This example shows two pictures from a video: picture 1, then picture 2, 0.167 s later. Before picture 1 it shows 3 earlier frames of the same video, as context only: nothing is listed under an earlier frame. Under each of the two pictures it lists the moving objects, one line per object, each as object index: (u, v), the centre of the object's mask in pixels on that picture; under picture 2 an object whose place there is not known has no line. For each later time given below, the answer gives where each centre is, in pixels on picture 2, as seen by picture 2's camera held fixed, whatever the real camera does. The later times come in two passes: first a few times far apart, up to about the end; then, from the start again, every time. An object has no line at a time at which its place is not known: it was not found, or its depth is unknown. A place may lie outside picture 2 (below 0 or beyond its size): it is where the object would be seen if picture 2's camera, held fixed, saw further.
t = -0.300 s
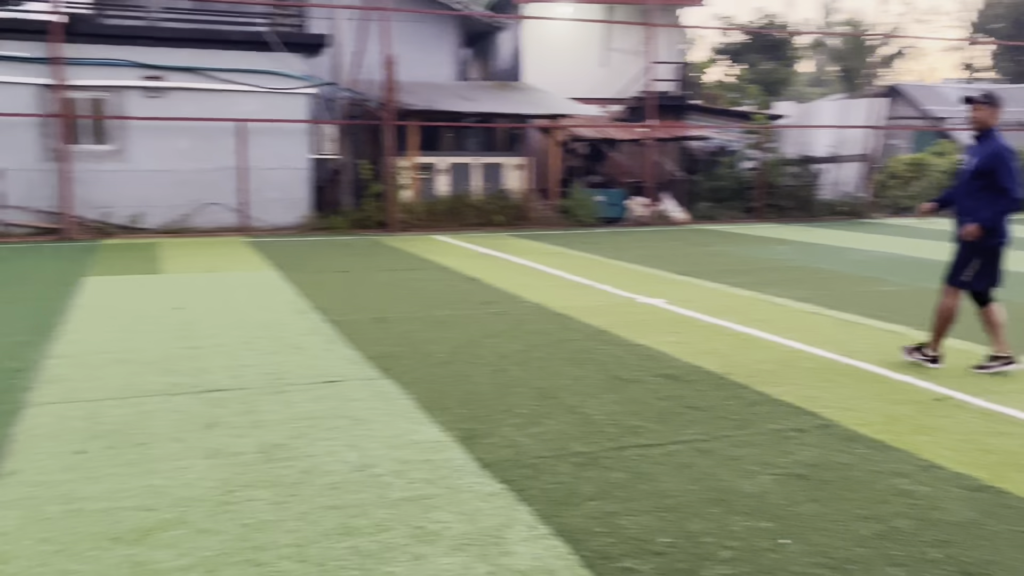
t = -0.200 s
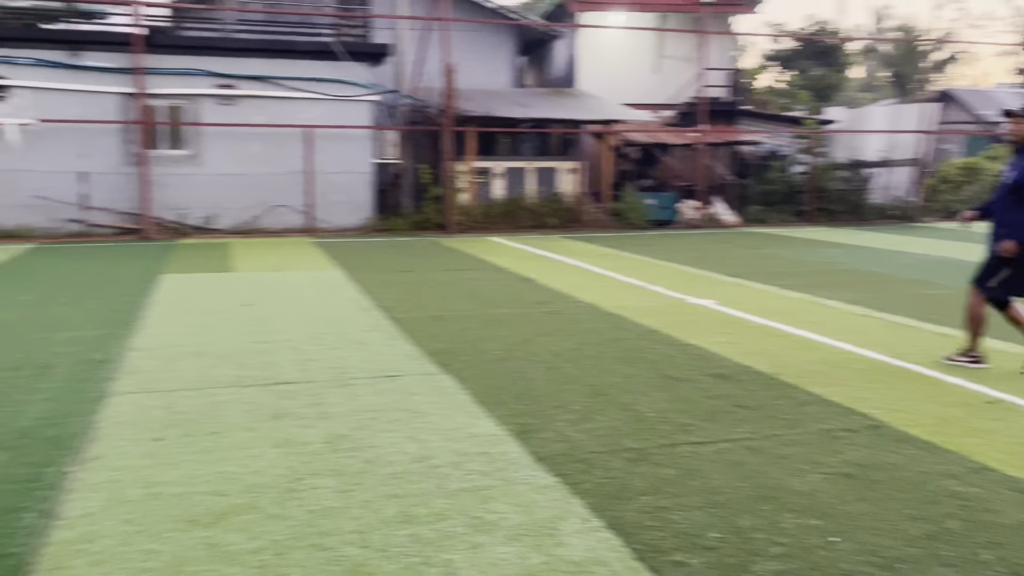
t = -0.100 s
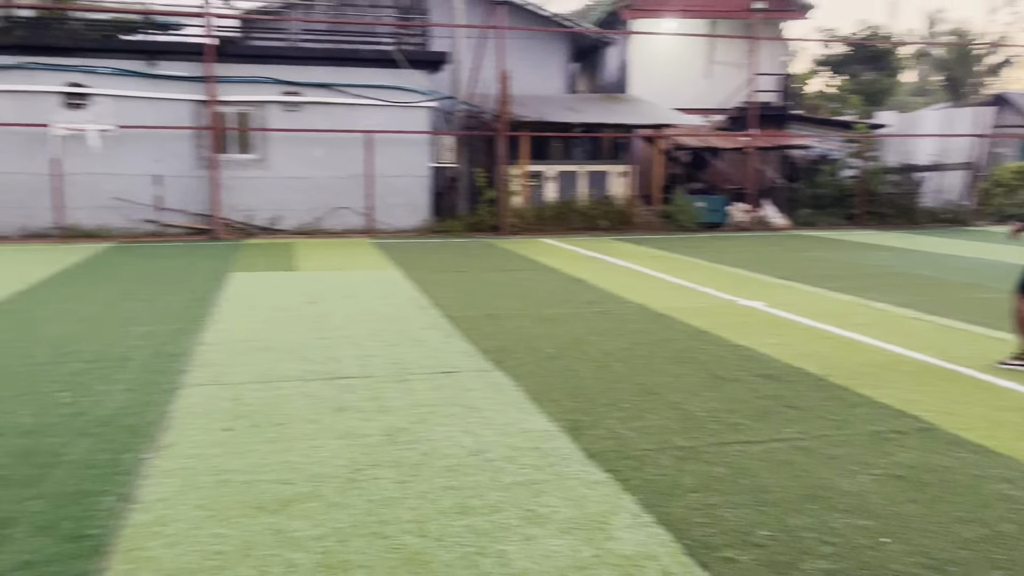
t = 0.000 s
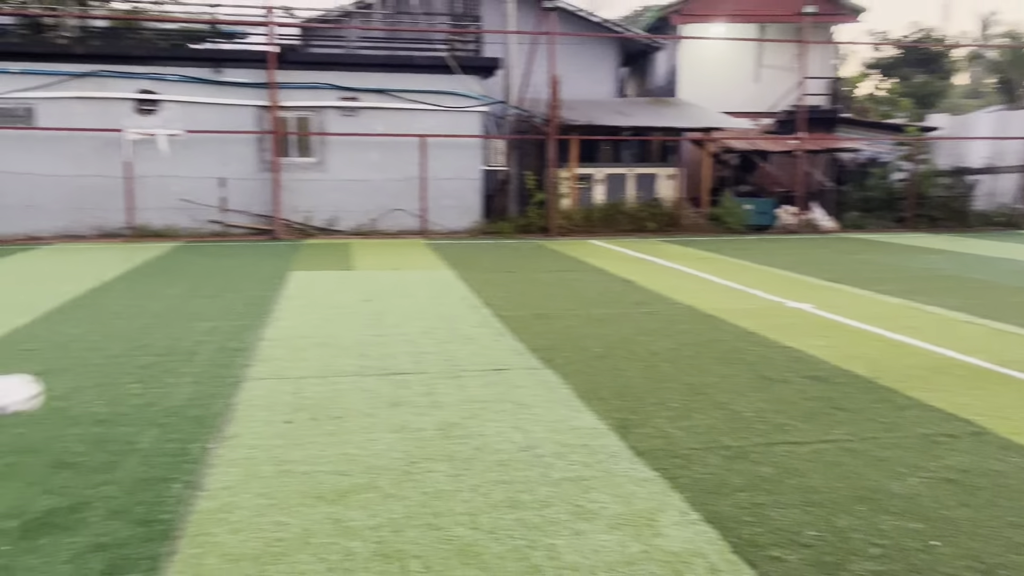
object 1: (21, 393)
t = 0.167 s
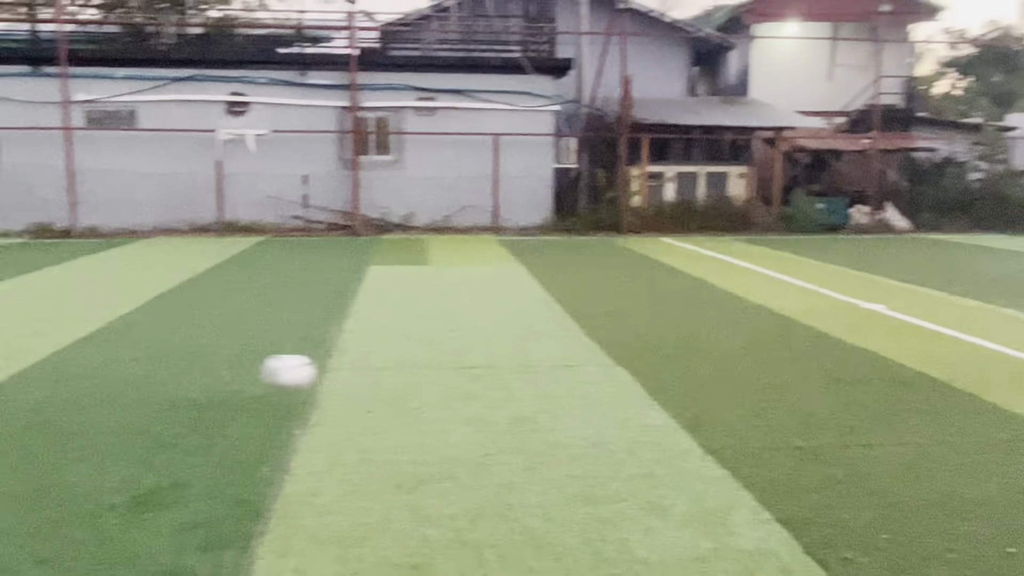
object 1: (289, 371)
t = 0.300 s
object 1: (406, 374)
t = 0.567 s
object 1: (571, 360)
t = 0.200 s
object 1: (321, 375)
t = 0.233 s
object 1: (351, 382)
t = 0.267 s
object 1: (380, 381)
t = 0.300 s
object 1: (406, 374)
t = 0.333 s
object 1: (430, 369)
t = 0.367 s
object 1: (453, 367)
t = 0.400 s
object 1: (475, 367)
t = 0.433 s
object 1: (496, 369)
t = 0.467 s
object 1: (517, 367)
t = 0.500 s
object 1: (536, 362)
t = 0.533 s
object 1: (554, 360)
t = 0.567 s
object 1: (571, 360)
